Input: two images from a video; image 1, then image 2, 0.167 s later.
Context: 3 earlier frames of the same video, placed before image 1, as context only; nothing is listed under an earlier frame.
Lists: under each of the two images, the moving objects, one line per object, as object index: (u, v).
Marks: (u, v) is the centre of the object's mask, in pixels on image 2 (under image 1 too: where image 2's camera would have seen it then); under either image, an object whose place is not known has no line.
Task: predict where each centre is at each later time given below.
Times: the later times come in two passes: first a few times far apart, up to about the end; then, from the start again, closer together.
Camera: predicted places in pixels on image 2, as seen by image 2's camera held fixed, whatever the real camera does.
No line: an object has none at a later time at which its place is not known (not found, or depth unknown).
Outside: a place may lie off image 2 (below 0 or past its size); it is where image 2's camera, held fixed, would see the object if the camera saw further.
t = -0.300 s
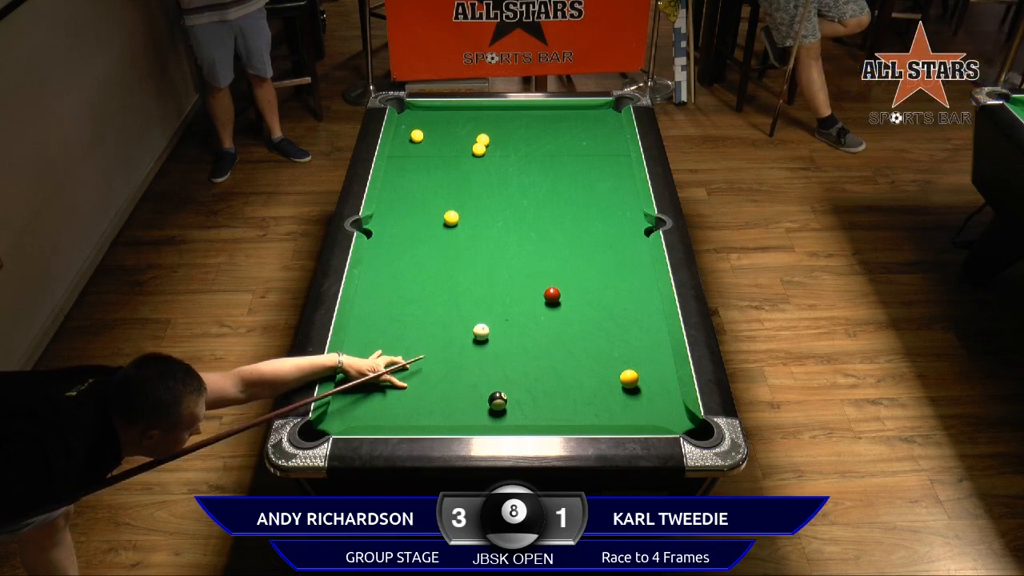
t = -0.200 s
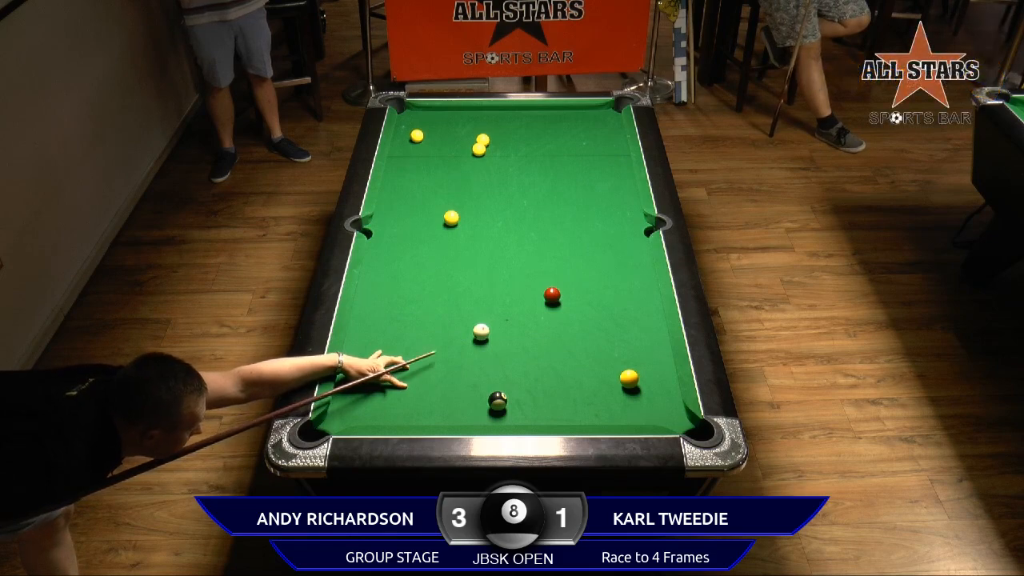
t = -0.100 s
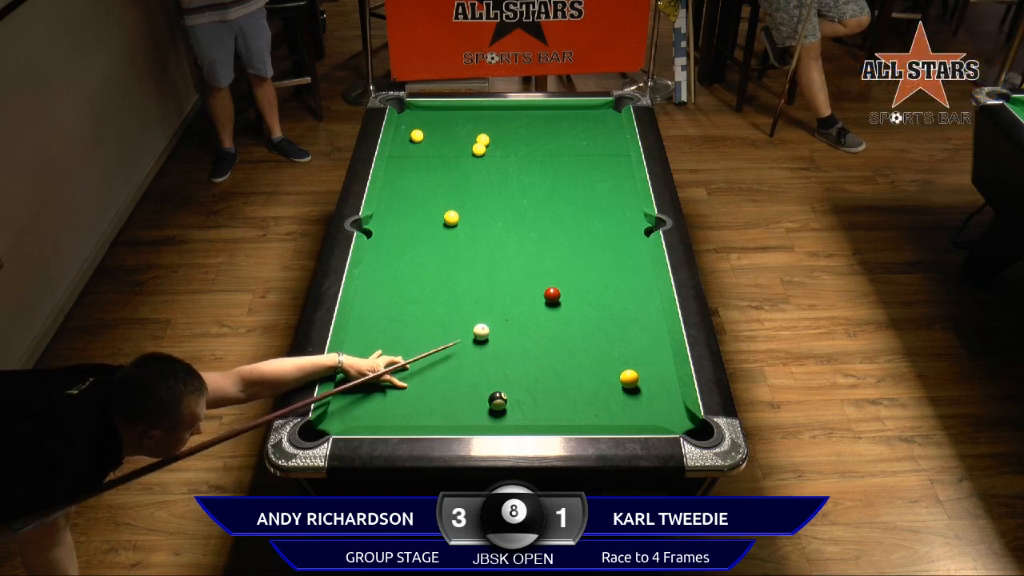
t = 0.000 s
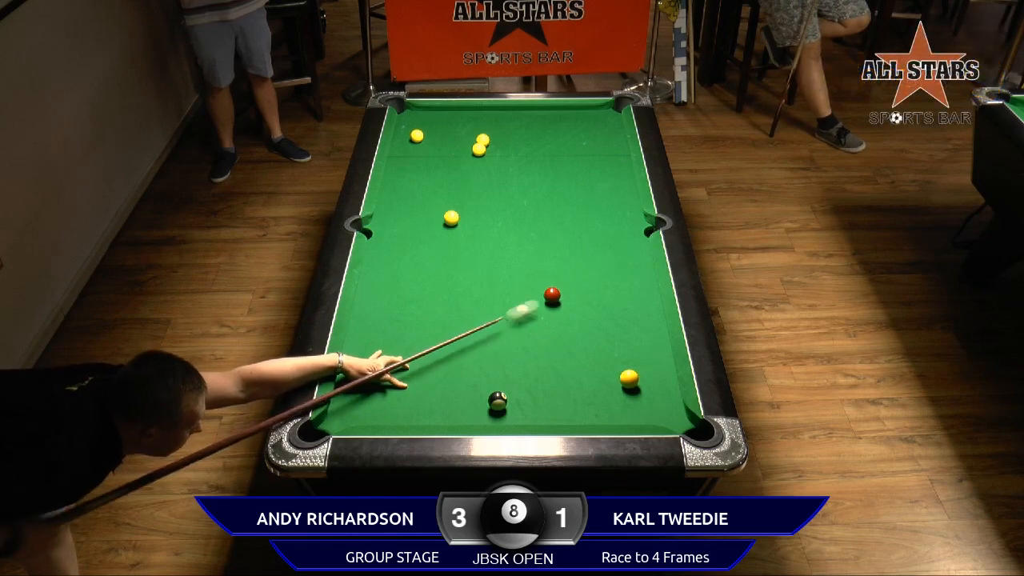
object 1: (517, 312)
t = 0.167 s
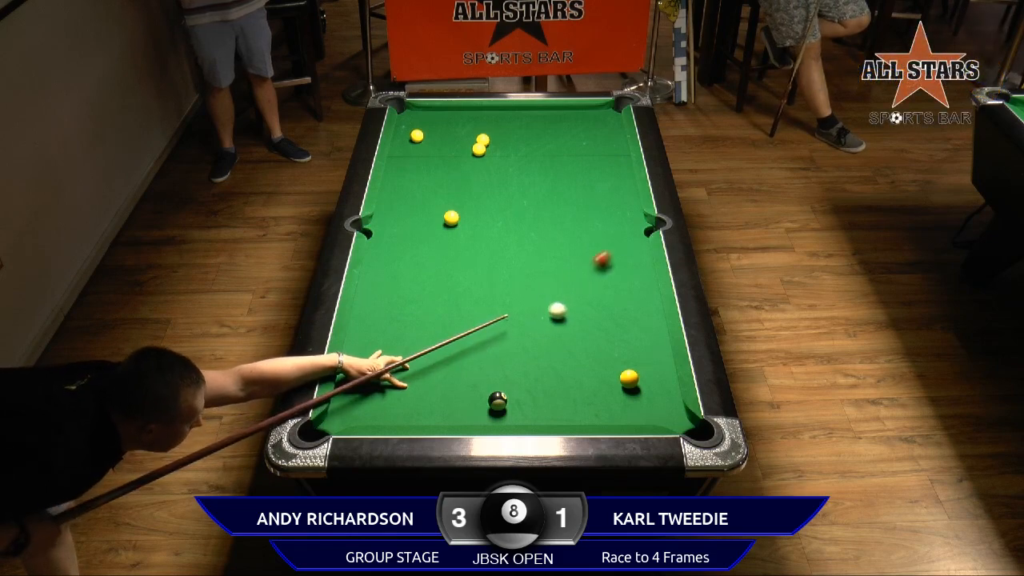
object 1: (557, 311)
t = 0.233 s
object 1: (568, 312)
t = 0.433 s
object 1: (602, 314)
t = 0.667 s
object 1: (639, 316)
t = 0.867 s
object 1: (649, 320)
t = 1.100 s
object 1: (627, 325)
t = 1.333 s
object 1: (607, 330)
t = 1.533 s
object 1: (591, 334)
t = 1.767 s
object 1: (572, 338)
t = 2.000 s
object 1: (555, 342)
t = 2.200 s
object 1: (542, 345)
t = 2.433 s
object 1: (528, 348)
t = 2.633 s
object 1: (516, 351)
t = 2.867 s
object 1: (504, 354)
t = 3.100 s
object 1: (494, 356)
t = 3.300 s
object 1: (486, 358)
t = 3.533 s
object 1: (478, 359)
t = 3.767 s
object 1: (472, 361)
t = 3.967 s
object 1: (468, 361)
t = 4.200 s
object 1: (464, 362)
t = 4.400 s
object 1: (463, 362)
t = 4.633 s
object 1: (462, 362)
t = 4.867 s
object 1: (462, 362)
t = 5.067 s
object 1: (462, 362)
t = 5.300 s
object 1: (463, 362)
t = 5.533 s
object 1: (462, 362)
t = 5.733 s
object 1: (462, 362)
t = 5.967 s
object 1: (462, 362)
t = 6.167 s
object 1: (462, 362)
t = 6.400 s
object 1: (462, 362)
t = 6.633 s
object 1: (462, 362)
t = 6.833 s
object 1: (462, 362)
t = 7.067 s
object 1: (462, 362)
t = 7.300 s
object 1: (462, 362)
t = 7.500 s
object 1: (462, 362)
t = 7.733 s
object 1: (462, 362)
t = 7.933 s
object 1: (462, 362)
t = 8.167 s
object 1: (462, 362)
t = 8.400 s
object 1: (462, 362)
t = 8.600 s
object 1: (462, 362)
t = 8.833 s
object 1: (463, 362)
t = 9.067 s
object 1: (462, 362)
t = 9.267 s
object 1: (462, 362)
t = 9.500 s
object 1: (462, 362)
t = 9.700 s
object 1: (463, 362)
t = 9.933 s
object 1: (463, 362)
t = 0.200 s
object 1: (563, 311)
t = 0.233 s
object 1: (568, 312)
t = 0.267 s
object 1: (574, 312)
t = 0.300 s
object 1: (579, 313)
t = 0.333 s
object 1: (585, 313)
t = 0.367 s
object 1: (591, 313)
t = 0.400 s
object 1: (596, 314)
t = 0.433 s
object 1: (602, 314)
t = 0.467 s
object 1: (607, 315)
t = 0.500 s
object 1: (613, 315)
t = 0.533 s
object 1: (618, 315)
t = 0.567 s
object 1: (624, 316)
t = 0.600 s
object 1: (629, 316)
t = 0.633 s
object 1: (634, 316)
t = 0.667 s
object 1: (639, 316)
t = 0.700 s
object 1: (645, 317)
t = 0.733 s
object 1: (650, 317)
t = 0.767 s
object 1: (655, 318)
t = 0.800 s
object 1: (655, 318)
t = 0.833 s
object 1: (652, 319)
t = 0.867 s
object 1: (649, 320)
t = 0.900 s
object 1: (646, 321)
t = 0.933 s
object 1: (643, 321)
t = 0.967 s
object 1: (640, 322)
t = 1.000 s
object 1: (636, 323)
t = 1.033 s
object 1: (633, 324)
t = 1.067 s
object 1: (630, 324)
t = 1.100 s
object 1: (627, 325)
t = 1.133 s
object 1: (624, 326)
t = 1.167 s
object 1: (621, 326)
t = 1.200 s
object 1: (619, 327)
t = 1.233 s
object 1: (616, 328)
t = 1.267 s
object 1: (613, 329)
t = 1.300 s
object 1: (610, 329)
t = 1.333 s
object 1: (607, 330)
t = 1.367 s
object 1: (604, 330)
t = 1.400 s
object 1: (601, 331)
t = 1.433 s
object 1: (599, 332)
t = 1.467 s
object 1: (596, 333)
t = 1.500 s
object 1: (593, 333)
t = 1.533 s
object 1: (591, 334)
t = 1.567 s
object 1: (588, 334)
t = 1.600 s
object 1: (585, 335)
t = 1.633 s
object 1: (583, 335)
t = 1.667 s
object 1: (580, 336)
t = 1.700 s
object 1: (577, 337)
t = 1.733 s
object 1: (575, 337)
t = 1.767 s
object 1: (572, 338)
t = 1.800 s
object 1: (570, 339)
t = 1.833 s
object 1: (568, 339)
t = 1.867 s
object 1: (565, 340)
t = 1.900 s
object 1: (563, 341)
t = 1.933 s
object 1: (560, 341)
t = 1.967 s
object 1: (558, 342)
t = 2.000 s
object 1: (555, 342)
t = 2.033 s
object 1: (553, 343)
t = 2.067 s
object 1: (551, 343)
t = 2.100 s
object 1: (549, 344)
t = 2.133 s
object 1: (547, 344)
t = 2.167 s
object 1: (544, 345)
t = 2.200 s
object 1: (542, 345)
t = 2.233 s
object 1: (540, 346)
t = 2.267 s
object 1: (538, 346)
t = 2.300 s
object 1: (536, 347)
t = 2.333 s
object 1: (534, 347)
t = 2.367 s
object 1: (532, 348)
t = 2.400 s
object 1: (530, 348)
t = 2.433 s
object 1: (528, 348)
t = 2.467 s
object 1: (526, 349)
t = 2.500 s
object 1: (524, 349)
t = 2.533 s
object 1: (522, 350)
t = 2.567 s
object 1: (520, 350)
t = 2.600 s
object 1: (518, 351)
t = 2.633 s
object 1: (516, 351)
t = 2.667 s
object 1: (515, 352)
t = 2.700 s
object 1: (513, 352)
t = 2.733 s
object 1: (511, 353)
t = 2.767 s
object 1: (509, 353)
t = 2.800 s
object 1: (508, 353)
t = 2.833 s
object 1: (506, 354)
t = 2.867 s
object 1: (504, 354)
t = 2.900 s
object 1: (503, 354)
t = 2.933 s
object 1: (501, 355)
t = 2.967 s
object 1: (500, 355)
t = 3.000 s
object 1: (498, 355)
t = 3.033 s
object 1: (497, 356)
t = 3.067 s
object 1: (495, 356)
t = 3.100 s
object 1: (494, 356)
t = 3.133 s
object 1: (492, 356)
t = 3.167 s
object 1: (491, 357)
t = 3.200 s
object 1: (490, 357)
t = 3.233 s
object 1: (488, 357)
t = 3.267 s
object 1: (487, 358)
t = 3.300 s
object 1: (486, 358)
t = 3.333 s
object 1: (485, 358)
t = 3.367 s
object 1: (484, 358)
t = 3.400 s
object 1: (483, 359)
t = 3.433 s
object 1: (481, 359)
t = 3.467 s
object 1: (480, 359)
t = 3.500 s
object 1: (479, 359)
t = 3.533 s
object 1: (478, 359)
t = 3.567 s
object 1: (477, 360)
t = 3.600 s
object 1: (476, 360)
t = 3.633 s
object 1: (475, 360)
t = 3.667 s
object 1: (474, 360)
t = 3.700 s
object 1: (473, 360)
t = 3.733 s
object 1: (472, 360)
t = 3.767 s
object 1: (472, 361)
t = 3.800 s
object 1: (471, 361)
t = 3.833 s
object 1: (470, 361)
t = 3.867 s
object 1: (470, 361)
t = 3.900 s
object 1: (469, 361)
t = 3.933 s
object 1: (468, 361)
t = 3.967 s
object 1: (468, 361)
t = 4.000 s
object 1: (467, 362)
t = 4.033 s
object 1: (466, 362)
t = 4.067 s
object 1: (466, 362)
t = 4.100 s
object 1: (465, 362)
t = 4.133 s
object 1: (465, 362)
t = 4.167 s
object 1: (464, 362)
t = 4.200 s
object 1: (464, 362)
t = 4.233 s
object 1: (464, 362)
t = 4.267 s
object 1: (463, 362)
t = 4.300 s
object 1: (463, 362)
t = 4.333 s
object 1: (463, 362)
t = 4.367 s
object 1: (463, 362)
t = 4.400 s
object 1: (463, 362)
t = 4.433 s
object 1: (463, 362)
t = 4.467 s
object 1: (462, 362)
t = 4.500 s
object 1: (462, 362)
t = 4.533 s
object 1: (462, 362)
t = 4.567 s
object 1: (462, 362)
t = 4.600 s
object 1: (462, 362)
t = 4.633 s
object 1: (462, 362)
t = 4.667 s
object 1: (462, 362)
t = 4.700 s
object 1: (462, 362)
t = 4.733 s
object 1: (462, 362)
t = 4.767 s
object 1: (462, 362)
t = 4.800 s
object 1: (462, 362)
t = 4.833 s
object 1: (462, 362)
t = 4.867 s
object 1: (462, 362)
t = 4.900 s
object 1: (462, 362)
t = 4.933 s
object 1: (462, 362)
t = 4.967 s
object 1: (462, 362)
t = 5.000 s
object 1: (462, 362)
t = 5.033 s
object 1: (463, 362)
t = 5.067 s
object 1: (462, 362)
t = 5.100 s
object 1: (463, 362)
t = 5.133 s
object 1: (462, 362)
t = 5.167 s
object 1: (462, 362)
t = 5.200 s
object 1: (462, 362)
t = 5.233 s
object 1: (463, 362)
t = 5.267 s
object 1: (462, 362)
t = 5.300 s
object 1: (463, 362)
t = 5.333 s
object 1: (462, 362)
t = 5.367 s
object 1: (462, 362)
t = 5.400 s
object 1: (463, 362)
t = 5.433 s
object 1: (462, 362)
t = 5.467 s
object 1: (462, 362)
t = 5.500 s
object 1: (462, 362)
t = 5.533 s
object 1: (462, 362)
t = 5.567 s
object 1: (462, 362)
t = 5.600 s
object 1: (462, 362)
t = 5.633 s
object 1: (462, 362)
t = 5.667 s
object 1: (462, 362)
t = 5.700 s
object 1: (462, 362)
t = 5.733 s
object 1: (462, 362)
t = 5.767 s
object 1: (462, 362)
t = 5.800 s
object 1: (462, 362)
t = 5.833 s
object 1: (462, 362)
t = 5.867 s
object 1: (462, 362)
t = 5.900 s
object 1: (463, 362)
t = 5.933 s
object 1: (462, 362)
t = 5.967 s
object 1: (462, 362)
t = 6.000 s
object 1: (462, 362)
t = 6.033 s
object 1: (462, 362)
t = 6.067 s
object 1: (462, 362)
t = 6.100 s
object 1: (462, 362)
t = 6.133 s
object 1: (462, 362)
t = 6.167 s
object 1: (462, 362)
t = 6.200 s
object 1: (462, 362)
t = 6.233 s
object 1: (462, 362)
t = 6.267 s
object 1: (462, 362)
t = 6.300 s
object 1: (462, 362)
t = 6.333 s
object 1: (462, 362)
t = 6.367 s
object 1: (462, 362)
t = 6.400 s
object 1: (462, 362)
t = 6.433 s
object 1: (462, 362)
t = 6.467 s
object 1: (462, 362)
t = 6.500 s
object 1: (462, 362)
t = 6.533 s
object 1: (462, 362)
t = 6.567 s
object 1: (462, 362)
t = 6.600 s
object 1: (462, 362)
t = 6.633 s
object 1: (462, 362)
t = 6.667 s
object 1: (462, 362)
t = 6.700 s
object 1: (462, 362)
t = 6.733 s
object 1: (462, 362)
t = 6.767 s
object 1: (462, 362)
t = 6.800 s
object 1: (462, 362)
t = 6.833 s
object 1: (462, 362)
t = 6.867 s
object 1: (462, 362)
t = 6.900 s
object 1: (462, 362)
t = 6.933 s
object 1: (462, 362)
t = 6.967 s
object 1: (462, 362)
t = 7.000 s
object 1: (462, 362)
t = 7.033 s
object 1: (462, 362)
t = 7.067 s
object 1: (462, 362)
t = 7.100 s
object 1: (462, 362)
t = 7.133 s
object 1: (462, 362)
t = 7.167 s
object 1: (462, 362)
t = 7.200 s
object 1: (462, 362)
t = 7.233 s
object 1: (462, 362)
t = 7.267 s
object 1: (462, 362)
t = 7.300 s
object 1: (462, 362)
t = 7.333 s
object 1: (462, 362)
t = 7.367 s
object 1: (462, 362)
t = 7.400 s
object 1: (462, 362)
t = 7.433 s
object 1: (462, 362)
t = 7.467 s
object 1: (462, 362)
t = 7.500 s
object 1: (462, 362)
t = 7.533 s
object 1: (462, 362)
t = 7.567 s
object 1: (462, 362)
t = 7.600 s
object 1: (462, 362)
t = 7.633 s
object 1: (462, 362)
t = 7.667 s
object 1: (462, 362)
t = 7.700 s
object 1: (462, 362)
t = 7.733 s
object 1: (462, 362)
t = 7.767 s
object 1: (462, 362)
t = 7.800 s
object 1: (462, 362)
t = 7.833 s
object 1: (462, 362)
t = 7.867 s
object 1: (462, 362)
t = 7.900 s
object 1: (462, 362)
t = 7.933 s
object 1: (462, 362)
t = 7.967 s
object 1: (462, 362)
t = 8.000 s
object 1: (462, 362)
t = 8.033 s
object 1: (462, 362)
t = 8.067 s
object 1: (462, 362)
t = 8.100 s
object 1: (462, 362)
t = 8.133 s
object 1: (462, 362)
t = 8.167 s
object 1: (462, 362)
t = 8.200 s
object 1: (462, 362)
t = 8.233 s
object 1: (462, 362)
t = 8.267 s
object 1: (462, 362)
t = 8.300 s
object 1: (462, 362)
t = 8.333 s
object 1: (462, 362)
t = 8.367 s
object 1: (462, 362)
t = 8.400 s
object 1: (462, 362)
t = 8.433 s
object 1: (462, 362)
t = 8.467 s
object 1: (462, 362)
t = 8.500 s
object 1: (462, 362)
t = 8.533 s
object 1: (462, 362)
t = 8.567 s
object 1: (462, 362)
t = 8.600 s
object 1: (462, 362)
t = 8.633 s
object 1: (462, 362)
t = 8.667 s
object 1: (462, 362)
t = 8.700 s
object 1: (462, 362)
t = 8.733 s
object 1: (462, 362)
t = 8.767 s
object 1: (462, 362)
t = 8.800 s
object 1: (462, 362)
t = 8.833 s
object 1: (463, 362)
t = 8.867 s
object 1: (462, 362)
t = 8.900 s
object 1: (462, 362)
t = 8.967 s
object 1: (462, 362)
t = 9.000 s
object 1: (462, 362)
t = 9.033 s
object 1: (462, 362)
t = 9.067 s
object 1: (462, 362)
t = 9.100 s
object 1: (462, 362)
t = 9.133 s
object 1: (462, 362)
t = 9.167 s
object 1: (462, 362)
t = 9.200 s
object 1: (462, 362)
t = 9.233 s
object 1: (462, 362)
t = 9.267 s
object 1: (462, 362)
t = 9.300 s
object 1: (462, 362)
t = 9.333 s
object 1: (462, 362)
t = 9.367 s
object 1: (462, 362)
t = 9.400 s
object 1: (462, 362)
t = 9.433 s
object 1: (462, 362)
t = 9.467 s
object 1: (462, 362)
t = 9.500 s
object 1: (462, 362)
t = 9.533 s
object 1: (462, 362)
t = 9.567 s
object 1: (462, 362)
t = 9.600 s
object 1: (463, 362)
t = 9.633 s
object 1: (463, 362)
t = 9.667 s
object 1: (463, 362)
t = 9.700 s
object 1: (463, 362)
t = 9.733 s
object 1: (463, 362)
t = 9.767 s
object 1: (463, 362)
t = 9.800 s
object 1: (463, 362)
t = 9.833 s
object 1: (463, 362)
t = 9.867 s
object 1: (463, 362)
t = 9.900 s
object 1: (463, 362)
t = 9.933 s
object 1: (463, 362)
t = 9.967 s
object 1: (463, 362)
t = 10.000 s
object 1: (463, 362)
